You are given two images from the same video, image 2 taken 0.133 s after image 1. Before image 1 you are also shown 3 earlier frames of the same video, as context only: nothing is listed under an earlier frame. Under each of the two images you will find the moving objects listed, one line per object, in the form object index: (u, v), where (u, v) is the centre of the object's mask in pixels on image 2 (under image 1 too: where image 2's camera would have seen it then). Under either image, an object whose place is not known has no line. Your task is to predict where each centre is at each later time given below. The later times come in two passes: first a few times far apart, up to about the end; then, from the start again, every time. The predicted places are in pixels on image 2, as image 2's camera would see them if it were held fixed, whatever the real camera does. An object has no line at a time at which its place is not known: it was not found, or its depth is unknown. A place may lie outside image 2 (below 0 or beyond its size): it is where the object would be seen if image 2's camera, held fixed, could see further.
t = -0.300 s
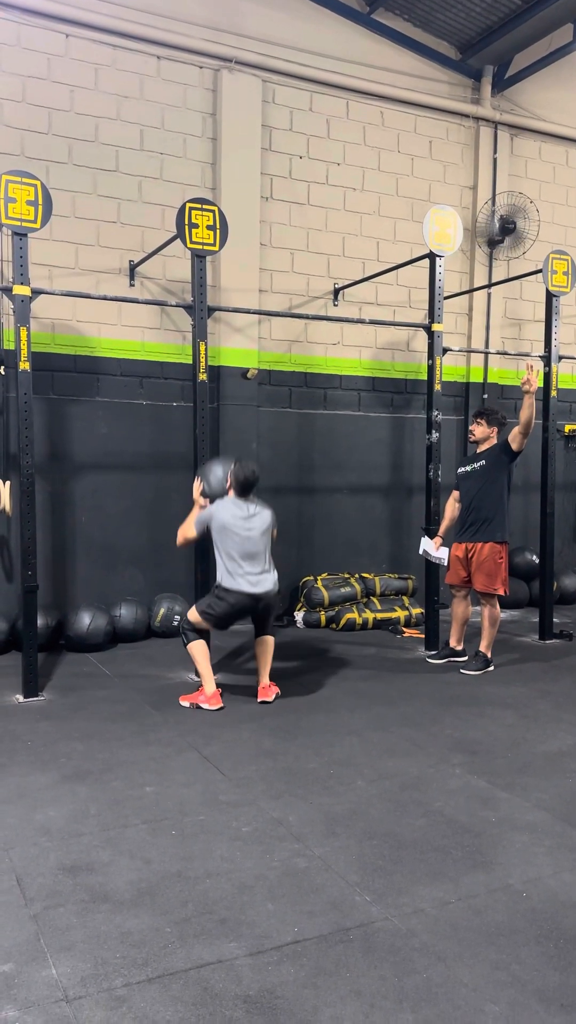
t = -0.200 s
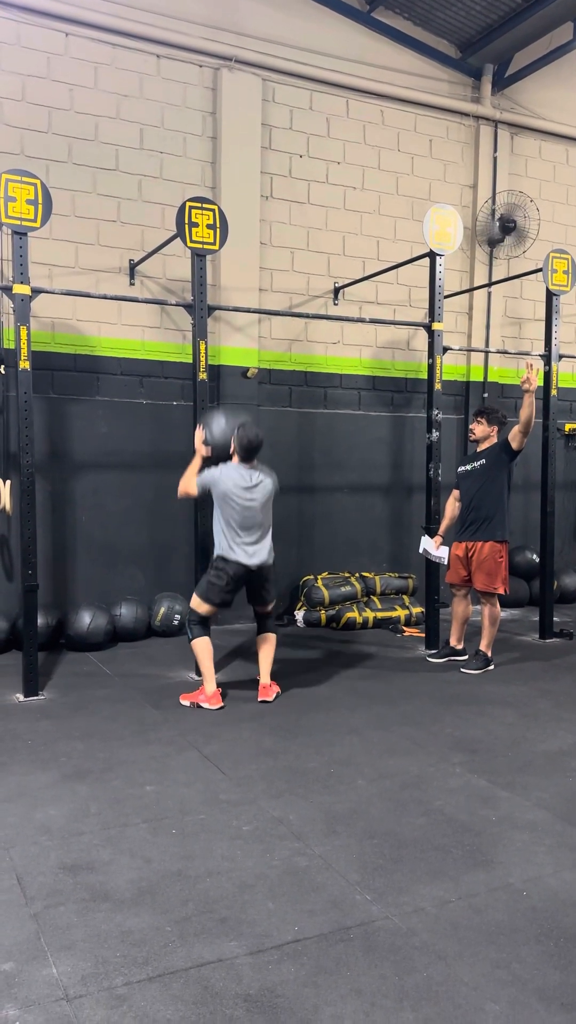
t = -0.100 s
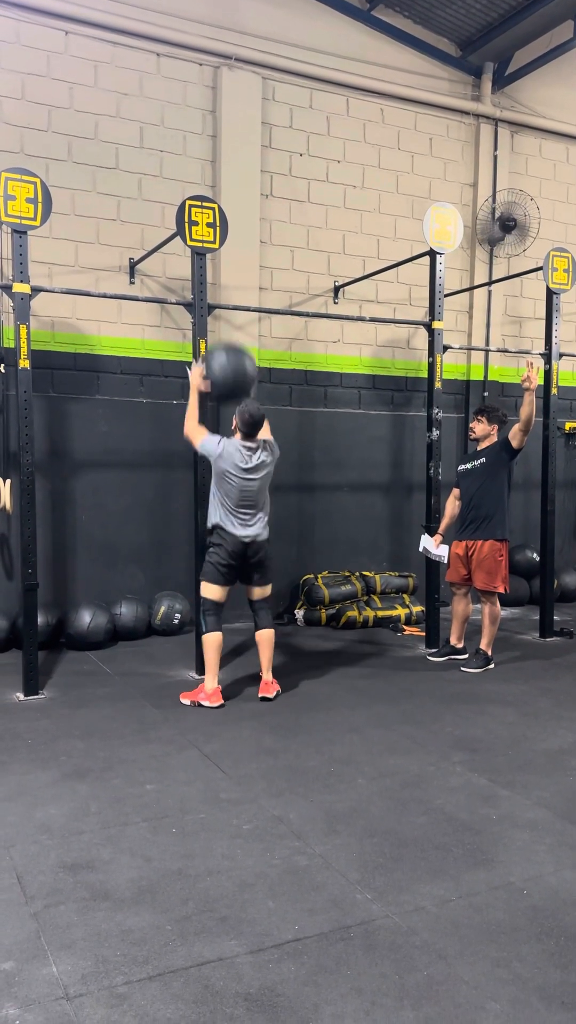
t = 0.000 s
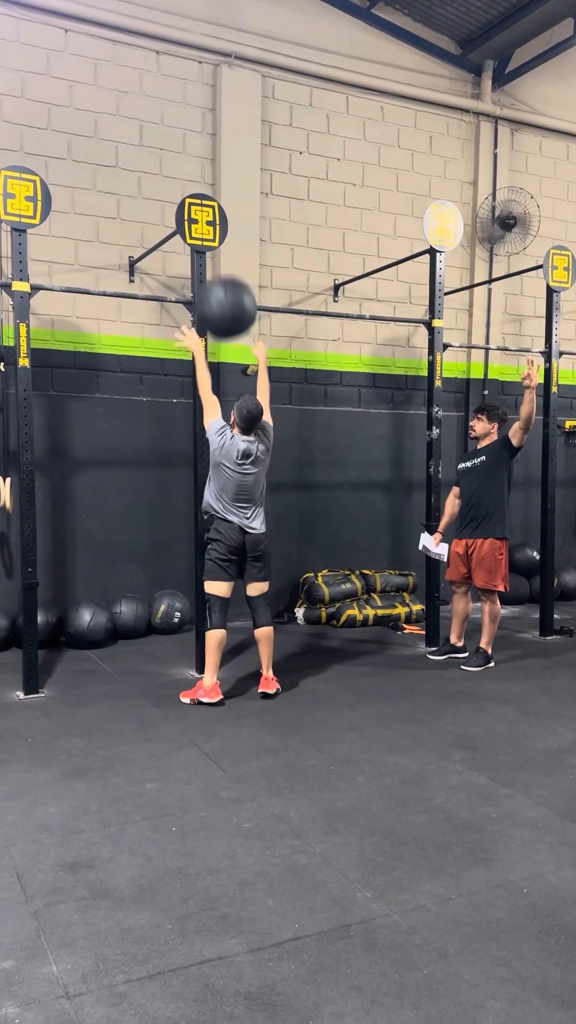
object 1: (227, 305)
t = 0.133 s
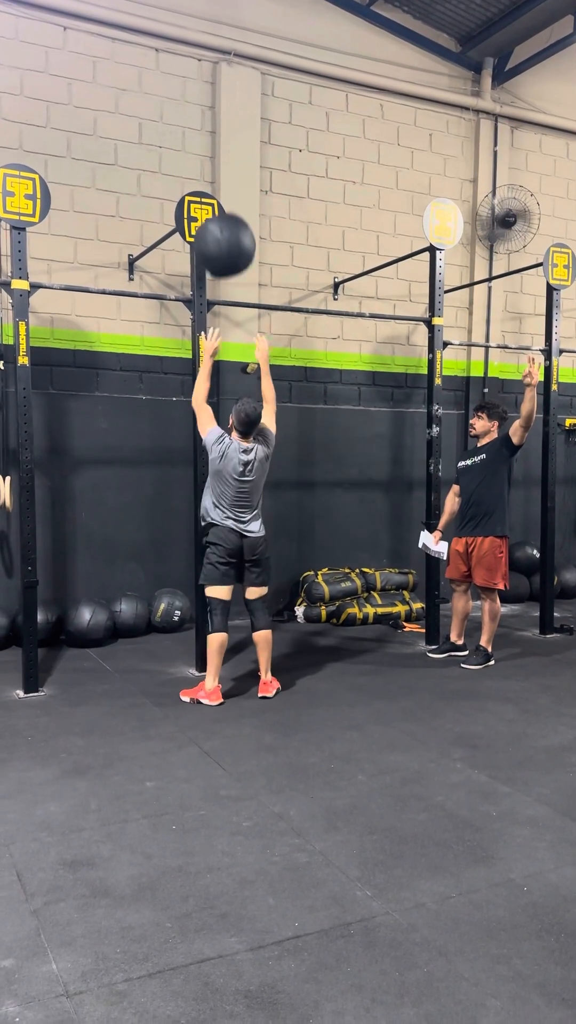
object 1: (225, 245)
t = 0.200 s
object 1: (224, 226)
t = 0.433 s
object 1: (221, 218)
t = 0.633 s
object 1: (223, 269)
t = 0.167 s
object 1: (225, 235)
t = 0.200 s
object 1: (224, 226)
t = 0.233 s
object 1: (224, 220)
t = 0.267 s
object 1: (223, 214)
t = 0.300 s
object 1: (223, 212)
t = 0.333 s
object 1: (223, 210)
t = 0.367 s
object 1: (222, 211)
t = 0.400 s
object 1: (222, 214)
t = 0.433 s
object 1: (221, 218)
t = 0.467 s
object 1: (222, 223)
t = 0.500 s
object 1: (221, 229)
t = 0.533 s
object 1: (222, 236)
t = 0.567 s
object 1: (223, 245)
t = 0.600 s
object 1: (223, 256)
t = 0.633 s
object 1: (223, 269)
